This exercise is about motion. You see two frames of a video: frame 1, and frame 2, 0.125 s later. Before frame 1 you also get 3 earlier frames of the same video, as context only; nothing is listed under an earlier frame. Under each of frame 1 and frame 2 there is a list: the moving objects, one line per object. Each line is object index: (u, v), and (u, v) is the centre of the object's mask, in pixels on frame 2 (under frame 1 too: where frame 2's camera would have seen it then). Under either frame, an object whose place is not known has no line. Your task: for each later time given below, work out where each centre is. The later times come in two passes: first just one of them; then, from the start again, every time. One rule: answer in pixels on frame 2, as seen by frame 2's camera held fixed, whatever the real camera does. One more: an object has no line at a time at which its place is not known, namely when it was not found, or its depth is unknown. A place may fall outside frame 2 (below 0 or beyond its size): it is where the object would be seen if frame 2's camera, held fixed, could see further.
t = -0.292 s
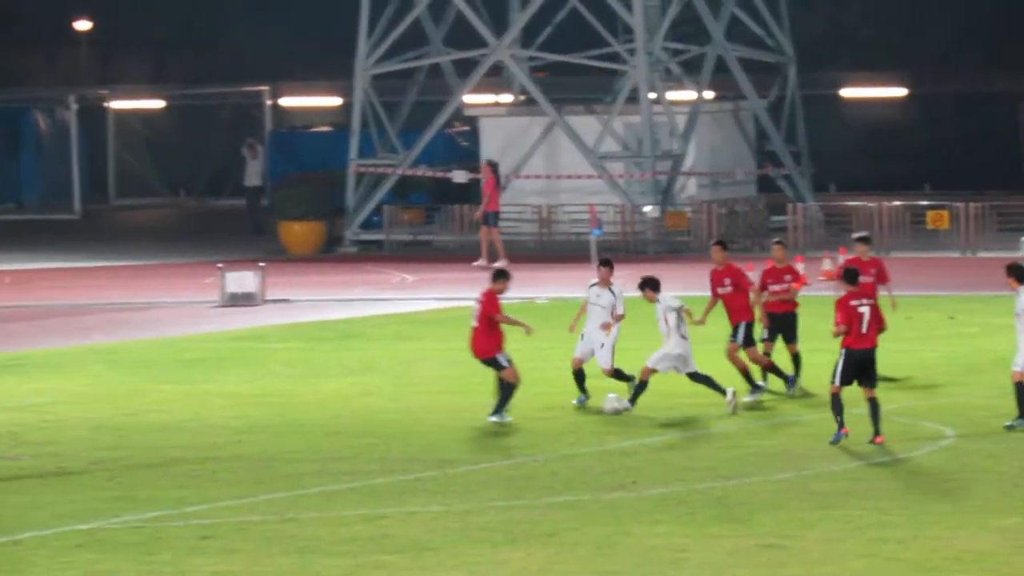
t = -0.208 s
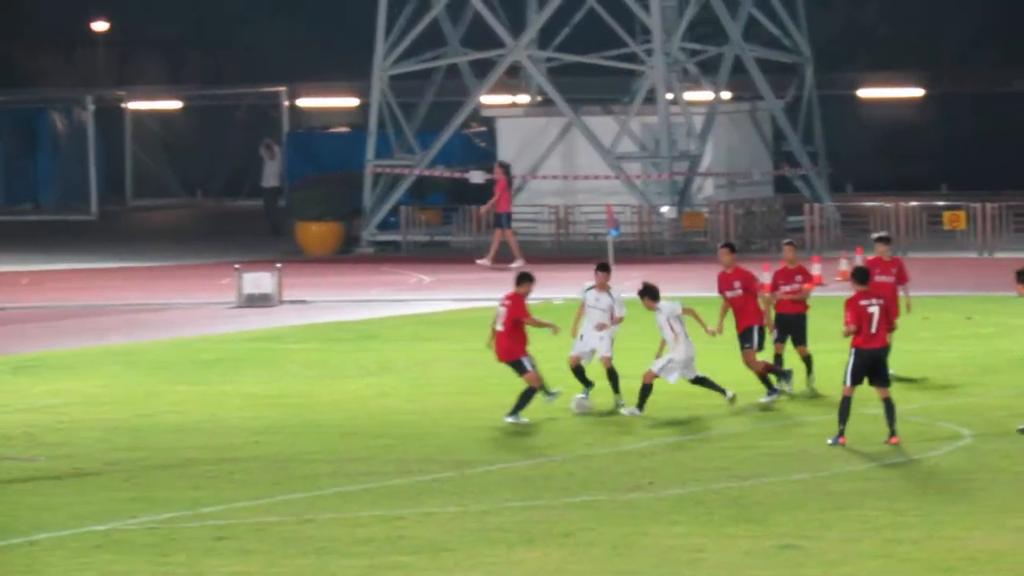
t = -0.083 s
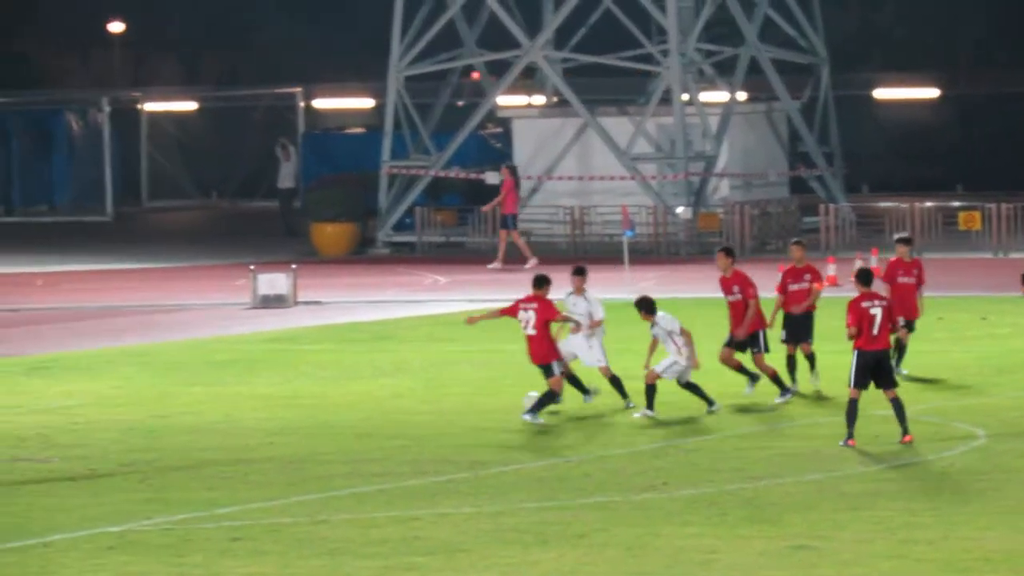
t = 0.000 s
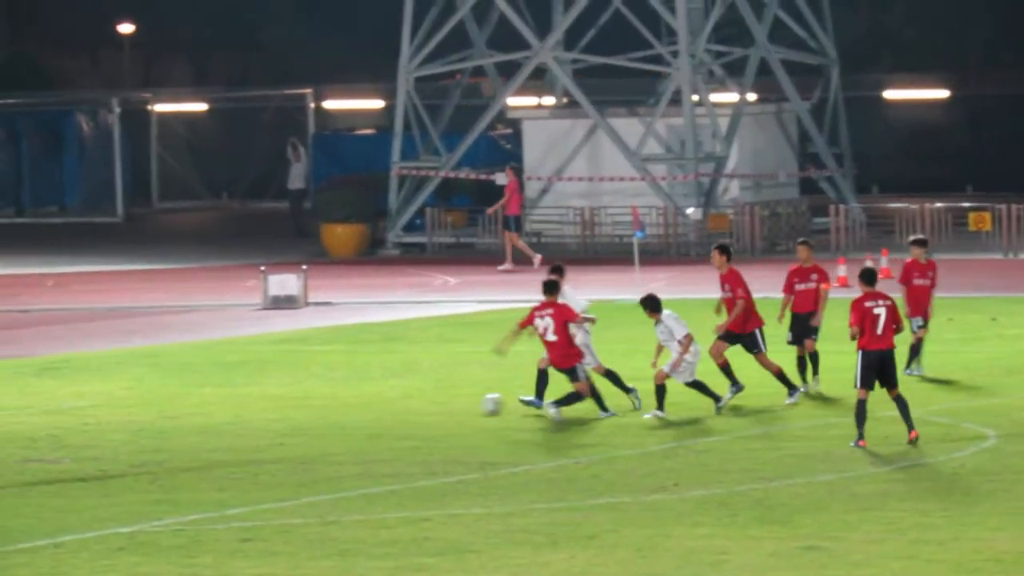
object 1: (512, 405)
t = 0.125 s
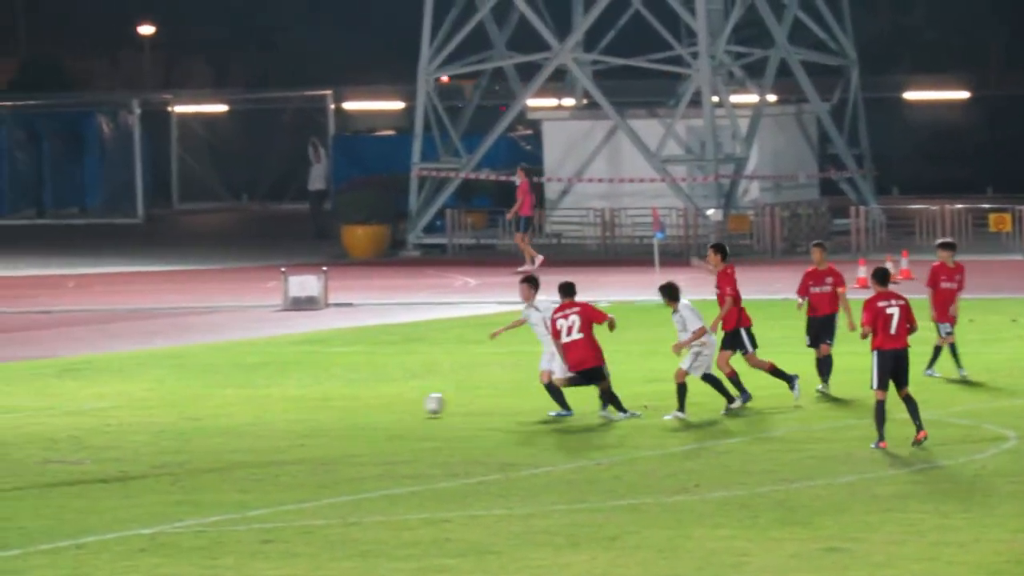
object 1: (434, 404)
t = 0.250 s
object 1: (363, 409)
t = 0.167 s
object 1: (410, 405)
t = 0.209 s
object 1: (385, 408)
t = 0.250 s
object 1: (363, 409)
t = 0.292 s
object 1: (342, 409)
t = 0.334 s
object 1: (322, 410)
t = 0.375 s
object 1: (301, 410)
